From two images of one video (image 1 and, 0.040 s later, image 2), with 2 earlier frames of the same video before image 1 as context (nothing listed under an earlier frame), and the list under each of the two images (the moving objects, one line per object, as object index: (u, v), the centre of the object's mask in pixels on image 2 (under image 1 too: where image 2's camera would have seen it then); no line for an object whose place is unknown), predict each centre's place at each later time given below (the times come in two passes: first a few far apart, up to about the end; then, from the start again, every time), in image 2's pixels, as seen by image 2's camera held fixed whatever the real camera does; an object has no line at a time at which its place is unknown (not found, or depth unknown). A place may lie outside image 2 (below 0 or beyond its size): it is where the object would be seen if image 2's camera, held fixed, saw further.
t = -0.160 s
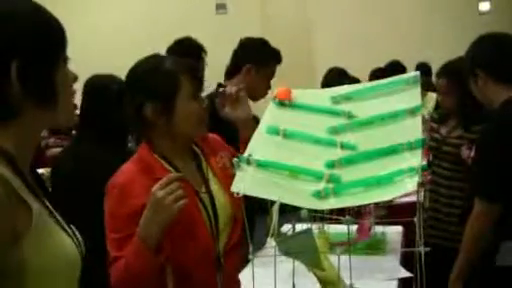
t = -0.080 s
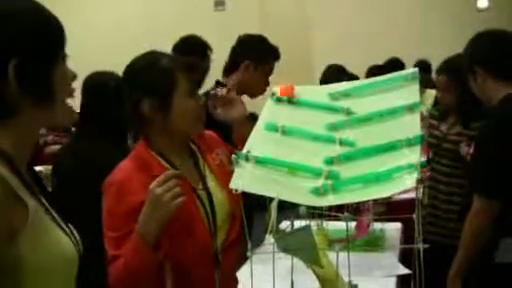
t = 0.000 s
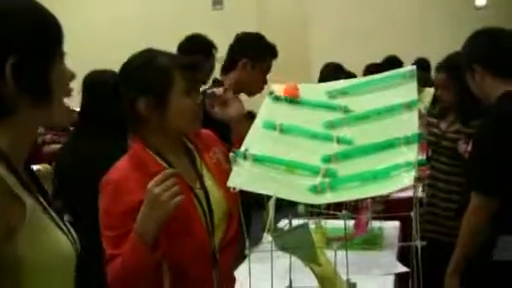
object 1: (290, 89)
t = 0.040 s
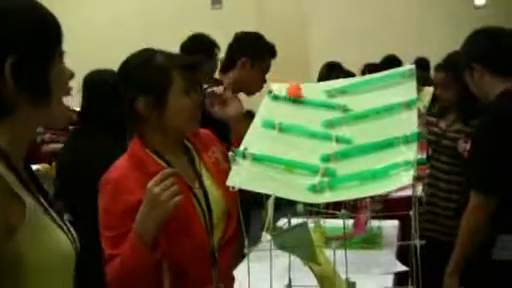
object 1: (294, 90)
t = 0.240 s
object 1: (317, 94)
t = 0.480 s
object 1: (347, 97)
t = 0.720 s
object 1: (373, 101)
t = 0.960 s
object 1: (370, 103)
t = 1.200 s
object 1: (349, 108)
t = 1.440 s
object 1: (327, 114)
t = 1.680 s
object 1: (299, 119)
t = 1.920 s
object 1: (295, 119)
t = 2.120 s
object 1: (305, 121)
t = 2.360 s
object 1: (320, 124)
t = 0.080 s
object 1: (298, 90)
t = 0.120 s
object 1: (302, 91)
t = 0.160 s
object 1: (307, 92)
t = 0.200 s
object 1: (311, 92)
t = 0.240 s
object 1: (317, 94)
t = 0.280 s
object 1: (321, 94)
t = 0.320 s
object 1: (324, 94)
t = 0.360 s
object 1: (330, 95)
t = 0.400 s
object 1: (336, 95)
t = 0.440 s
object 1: (341, 96)
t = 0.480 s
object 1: (347, 97)
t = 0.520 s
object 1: (352, 99)
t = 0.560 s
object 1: (359, 103)
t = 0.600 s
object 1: (365, 104)
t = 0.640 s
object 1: (368, 102)
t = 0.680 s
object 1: (371, 101)
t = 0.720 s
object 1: (373, 101)
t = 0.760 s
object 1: (374, 100)
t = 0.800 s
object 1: (374, 101)
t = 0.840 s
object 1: (375, 101)
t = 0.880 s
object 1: (373, 102)
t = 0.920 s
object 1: (372, 102)
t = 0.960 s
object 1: (370, 103)
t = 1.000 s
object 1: (367, 103)
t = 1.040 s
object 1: (363, 104)
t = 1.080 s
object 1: (357, 106)
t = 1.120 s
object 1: (352, 106)
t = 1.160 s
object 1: (350, 108)
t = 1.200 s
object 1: (349, 108)
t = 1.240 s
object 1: (348, 108)
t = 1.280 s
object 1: (346, 109)
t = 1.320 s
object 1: (342, 109)
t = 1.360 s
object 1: (336, 111)
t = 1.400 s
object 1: (330, 113)
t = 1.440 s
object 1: (327, 114)
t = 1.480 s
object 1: (320, 115)
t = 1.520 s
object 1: (313, 117)
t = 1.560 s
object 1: (308, 119)
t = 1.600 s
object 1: (303, 120)
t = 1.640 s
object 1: (302, 120)
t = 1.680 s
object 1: (299, 119)
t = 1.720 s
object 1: (297, 119)
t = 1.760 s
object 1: (296, 119)
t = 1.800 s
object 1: (295, 119)
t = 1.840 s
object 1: (294, 119)
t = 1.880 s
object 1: (294, 119)
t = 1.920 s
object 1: (295, 119)
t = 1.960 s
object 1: (296, 119)
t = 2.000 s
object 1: (298, 120)
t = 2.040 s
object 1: (299, 120)
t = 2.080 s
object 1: (302, 121)
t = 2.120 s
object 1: (305, 121)
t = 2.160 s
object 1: (307, 122)
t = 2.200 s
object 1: (311, 123)
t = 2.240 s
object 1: (316, 123)
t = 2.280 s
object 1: (318, 124)
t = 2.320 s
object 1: (319, 124)
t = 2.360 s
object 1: (320, 124)
